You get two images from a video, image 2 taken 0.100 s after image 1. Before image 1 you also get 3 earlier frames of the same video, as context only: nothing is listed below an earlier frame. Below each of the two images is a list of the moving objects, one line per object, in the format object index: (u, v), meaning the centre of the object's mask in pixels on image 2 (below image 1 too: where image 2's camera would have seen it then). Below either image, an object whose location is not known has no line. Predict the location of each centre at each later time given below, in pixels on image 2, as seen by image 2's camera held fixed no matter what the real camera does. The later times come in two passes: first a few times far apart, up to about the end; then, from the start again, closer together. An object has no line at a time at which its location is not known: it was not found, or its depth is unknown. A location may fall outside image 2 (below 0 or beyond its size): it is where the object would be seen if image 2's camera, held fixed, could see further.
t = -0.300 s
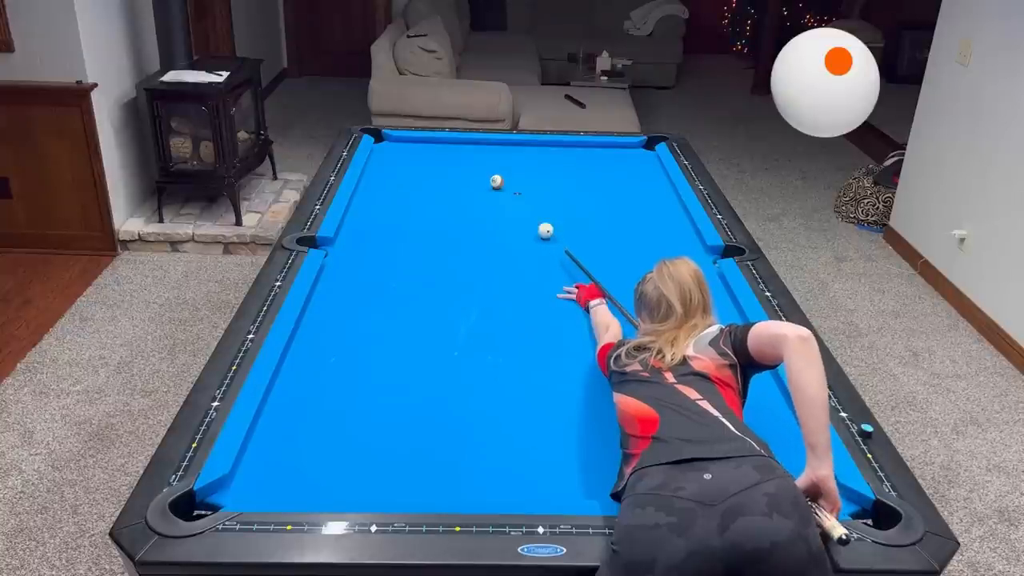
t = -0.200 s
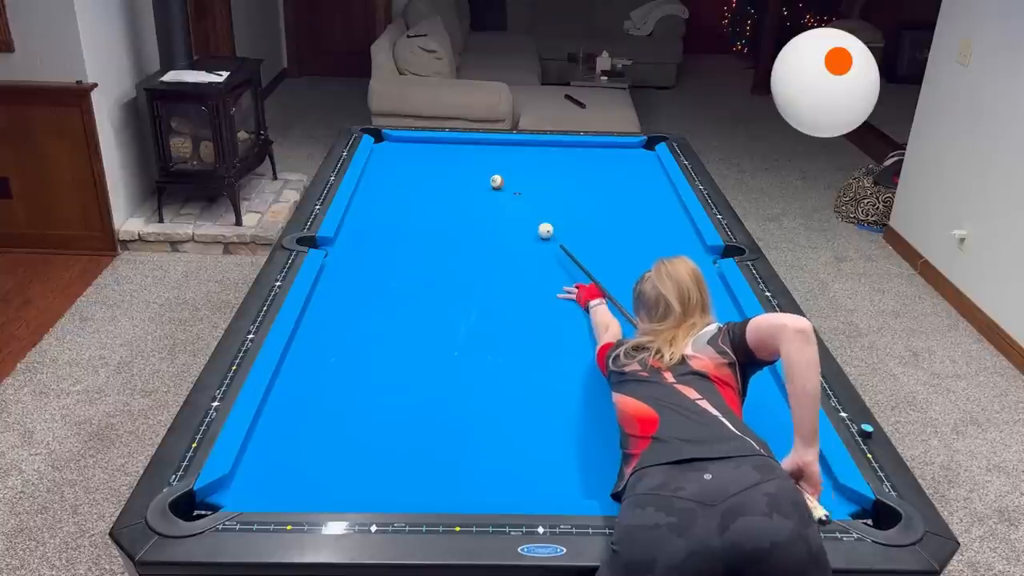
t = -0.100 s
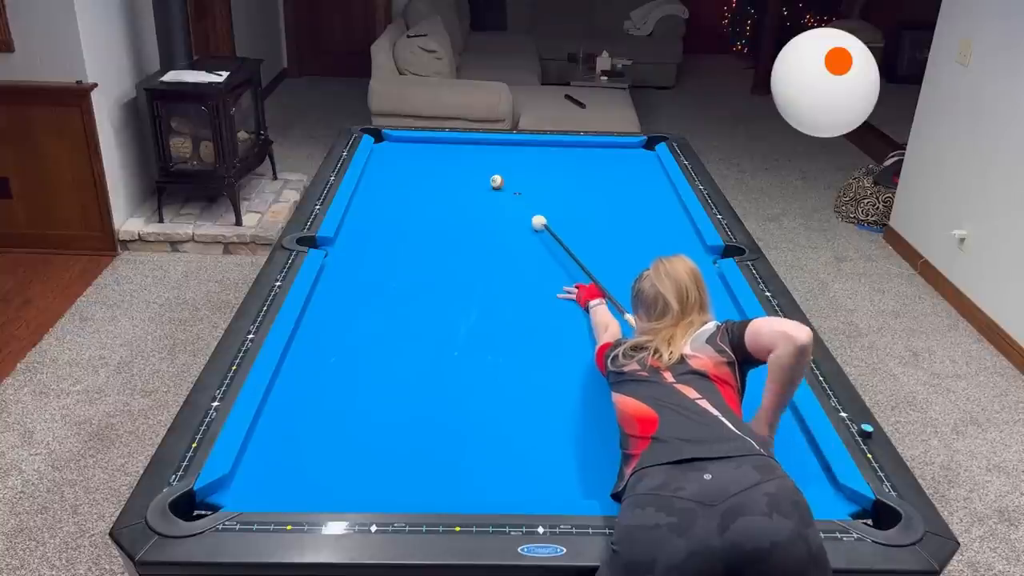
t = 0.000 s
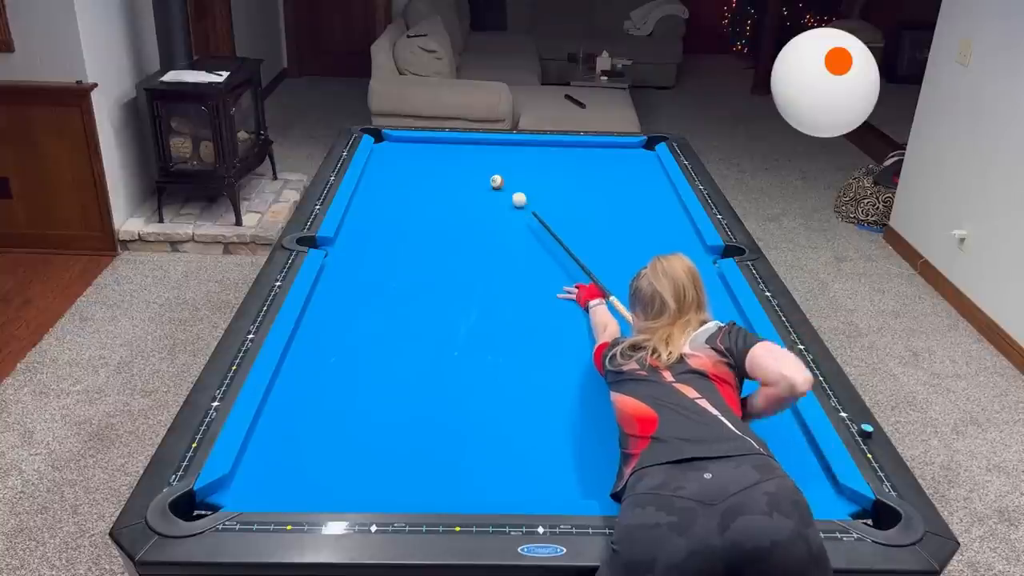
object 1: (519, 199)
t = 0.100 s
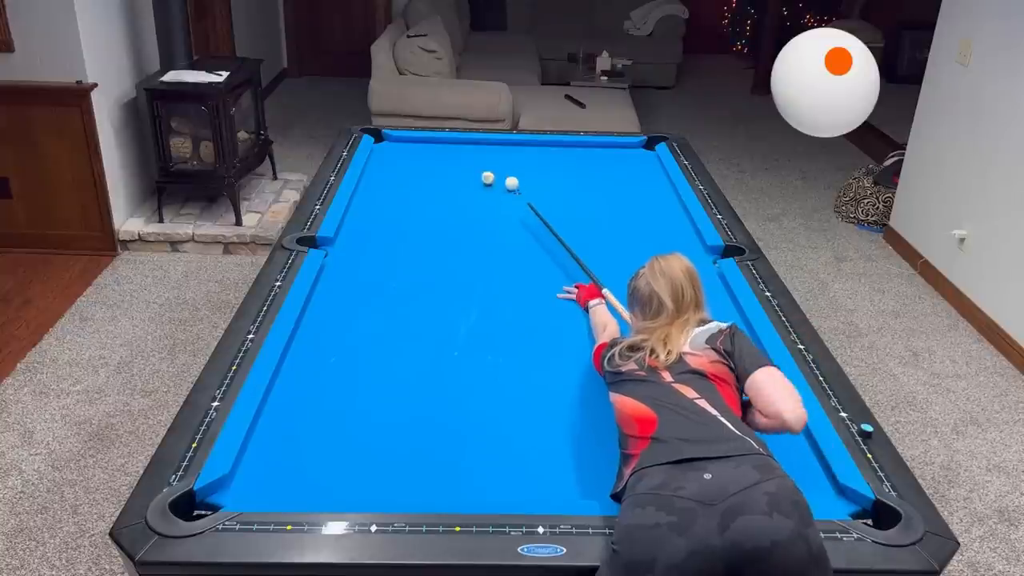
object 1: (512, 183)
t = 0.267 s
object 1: (535, 172)
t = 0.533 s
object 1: (556, 152)
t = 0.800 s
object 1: (576, 150)
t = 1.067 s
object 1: (598, 161)
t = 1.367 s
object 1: (625, 173)
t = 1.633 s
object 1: (649, 185)
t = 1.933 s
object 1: (669, 197)
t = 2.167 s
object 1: (666, 206)
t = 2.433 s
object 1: (659, 216)
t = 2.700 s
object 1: (654, 225)
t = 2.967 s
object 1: (647, 234)
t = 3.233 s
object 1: (640, 244)
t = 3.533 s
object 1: (633, 254)
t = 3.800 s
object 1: (626, 263)
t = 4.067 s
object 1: (620, 273)
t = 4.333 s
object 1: (613, 281)
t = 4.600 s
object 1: (607, 289)
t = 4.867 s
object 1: (601, 297)
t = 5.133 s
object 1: (596, 305)
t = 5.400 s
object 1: (591, 311)
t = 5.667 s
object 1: (586, 318)
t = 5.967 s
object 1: (582, 324)
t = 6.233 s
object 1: (578, 329)
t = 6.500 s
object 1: (575, 333)
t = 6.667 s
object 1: (573, 335)
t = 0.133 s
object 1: (517, 181)
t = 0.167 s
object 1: (522, 179)
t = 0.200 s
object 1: (527, 177)
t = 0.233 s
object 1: (531, 174)
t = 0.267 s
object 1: (535, 172)
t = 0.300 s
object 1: (538, 170)
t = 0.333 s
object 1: (541, 167)
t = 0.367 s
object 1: (544, 165)
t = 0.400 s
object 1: (546, 162)
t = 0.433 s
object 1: (549, 159)
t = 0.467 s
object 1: (551, 157)
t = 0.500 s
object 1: (554, 155)
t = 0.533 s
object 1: (556, 152)
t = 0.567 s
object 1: (558, 150)
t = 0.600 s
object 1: (560, 148)
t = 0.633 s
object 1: (563, 146)
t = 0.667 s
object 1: (565, 143)
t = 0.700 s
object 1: (568, 145)
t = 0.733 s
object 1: (570, 146)
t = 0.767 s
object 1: (573, 148)
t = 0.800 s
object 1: (576, 150)
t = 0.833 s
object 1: (579, 151)
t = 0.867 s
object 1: (582, 152)
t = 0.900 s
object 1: (584, 153)
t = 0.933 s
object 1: (587, 155)
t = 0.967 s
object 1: (590, 156)
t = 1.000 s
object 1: (593, 158)
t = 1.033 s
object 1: (596, 159)
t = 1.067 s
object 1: (598, 161)
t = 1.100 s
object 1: (601, 162)
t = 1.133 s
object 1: (604, 163)
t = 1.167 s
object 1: (607, 165)
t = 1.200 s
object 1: (610, 166)
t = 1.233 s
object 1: (613, 167)
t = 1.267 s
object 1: (616, 169)
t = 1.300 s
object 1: (619, 170)
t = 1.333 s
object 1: (622, 172)
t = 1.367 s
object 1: (625, 173)
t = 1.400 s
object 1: (628, 174)
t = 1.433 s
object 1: (631, 176)
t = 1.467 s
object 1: (634, 177)
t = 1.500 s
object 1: (637, 179)
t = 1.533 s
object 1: (640, 180)
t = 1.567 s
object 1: (643, 182)
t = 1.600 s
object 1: (646, 183)
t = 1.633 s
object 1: (649, 185)
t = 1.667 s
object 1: (652, 186)
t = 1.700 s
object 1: (655, 188)
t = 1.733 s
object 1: (658, 189)
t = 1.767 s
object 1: (659, 189)
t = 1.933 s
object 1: (669, 197)
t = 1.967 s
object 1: (671, 199)
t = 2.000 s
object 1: (670, 200)
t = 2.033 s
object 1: (670, 201)
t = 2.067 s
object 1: (669, 202)
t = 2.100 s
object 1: (668, 203)
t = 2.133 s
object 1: (667, 205)
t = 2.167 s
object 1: (666, 206)
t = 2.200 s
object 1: (666, 207)
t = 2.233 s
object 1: (665, 208)
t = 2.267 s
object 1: (664, 210)
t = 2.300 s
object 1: (663, 211)
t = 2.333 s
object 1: (662, 212)
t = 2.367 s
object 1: (662, 213)
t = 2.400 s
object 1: (661, 214)
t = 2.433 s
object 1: (659, 216)
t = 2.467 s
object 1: (659, 217)
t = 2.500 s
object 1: (659, 218)
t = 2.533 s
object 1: (658, 219)
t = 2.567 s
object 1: (657, 220)
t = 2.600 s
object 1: (656, 222)
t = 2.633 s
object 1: (655, 222)
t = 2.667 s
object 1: (654, 224)
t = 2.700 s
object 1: (654, 225)
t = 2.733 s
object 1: (653, 226)
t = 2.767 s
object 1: (652, 227)
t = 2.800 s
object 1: (651, 228)
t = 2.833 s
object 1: (650, 229)
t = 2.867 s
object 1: (649, 231)
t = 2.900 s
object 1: (648, 232)
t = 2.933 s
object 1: (647, 233)
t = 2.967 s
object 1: (647, 234)
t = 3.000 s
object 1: (646, 236)
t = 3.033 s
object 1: (645, 237)
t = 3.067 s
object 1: (644, 238)
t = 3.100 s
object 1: (643, 239)
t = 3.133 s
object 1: (643, 240)
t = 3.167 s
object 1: (642, 241)
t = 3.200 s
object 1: (641, 243)
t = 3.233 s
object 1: (640, 244)
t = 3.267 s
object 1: (639, 245)
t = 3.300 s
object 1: (639, 246)
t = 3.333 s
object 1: (638, 247)
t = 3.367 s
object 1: (637, 248)
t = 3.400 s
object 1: (636, 250)
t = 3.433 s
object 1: (635, 251)
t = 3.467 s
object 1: (635, 252)
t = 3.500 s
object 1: (634, 253)
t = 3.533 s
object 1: (633, 254)
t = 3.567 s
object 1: (632, 256)
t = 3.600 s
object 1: (631, 257)
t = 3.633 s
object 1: (630, 258)
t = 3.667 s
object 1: (629, 259)
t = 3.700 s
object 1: (628, 260)
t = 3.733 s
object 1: (628, 261)
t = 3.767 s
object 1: (627, 262)
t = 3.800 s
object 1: (626, 263)
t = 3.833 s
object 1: (625, 264)
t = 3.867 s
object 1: (625, 266)
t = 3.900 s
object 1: (624, 267)
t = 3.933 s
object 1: (623, 268)
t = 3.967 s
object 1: (622, 269)
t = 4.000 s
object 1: (621, 270)
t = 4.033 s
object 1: (621, 271)
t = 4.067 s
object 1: (620, 273)
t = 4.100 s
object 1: (619, 273)
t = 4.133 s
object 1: (618, 274)
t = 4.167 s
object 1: (617, 276)
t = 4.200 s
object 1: (617, 277)
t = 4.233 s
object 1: (616, 278)
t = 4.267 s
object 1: (615, 279)
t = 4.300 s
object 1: (614, 280)
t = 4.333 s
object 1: (613, 281)
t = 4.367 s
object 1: (613, 282)
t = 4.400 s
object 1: (612, 283)
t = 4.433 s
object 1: (611, 284)
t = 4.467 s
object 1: (610, 285)
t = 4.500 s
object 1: (610, 286)
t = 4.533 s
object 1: (609, 287)
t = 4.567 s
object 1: (608, 288)
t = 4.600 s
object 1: (607, 289)
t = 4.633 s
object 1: (607, 290)
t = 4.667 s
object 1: (606, 291)
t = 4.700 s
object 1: (605, 292)
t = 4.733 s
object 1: (605, 293)
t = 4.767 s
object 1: (604, 294)
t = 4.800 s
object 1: (603, 295)
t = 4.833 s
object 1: (602, 296)
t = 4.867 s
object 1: (601, 297)
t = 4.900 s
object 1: (601, 298)
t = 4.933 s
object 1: (600, 299)
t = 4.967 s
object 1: (599, 300)
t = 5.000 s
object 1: (599, 301)
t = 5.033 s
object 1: (598, 302)
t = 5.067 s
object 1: (597, 303)
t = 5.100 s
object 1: (596, 304)
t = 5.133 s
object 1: (596, 305)
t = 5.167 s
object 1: (595, 305)
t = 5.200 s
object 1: (594, 306)
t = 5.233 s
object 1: (594, 307)
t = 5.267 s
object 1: (593, 308)
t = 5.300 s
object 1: (592, 309)
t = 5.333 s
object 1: (592, 310)
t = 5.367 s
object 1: (591, 310)
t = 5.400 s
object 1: (591, 311)
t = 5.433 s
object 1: (590, 312)
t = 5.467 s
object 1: (589, 313)
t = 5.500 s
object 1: (589, 314)
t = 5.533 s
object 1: (588, 314)
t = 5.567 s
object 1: (588, 315)
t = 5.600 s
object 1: (587, 316)
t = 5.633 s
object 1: (587, 317)
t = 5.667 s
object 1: (586, 318)
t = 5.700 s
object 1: (585, 318)
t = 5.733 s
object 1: (585, 319)
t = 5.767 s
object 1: (585, 320)
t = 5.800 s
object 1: (584, 321)
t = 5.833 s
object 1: (583, 321)
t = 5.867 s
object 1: (583, 322)
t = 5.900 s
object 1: (582, 323)
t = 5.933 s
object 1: (582, 323)
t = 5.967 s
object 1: (582, 324)
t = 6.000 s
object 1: (581, 325)
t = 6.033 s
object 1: (580, 325)
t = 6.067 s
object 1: (580, 326)
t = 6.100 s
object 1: (579, 326)
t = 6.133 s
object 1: (579, 327)
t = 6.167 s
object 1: (579, 328)
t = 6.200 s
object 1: (578, 328)
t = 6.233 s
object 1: (578, 329)
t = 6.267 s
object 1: (577, 329)
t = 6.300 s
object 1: (577, 330)
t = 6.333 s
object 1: (576, 330)
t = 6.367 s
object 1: (576, 331)
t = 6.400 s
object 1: (576, 331)
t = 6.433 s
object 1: (575, 332)
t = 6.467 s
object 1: (575, 332)
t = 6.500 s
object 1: (575, 333)
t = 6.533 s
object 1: (574, 333)
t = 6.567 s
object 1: (574, 334)
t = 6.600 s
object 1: (574, 334)
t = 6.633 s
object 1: (574, 335)
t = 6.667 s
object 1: (573, 335)
